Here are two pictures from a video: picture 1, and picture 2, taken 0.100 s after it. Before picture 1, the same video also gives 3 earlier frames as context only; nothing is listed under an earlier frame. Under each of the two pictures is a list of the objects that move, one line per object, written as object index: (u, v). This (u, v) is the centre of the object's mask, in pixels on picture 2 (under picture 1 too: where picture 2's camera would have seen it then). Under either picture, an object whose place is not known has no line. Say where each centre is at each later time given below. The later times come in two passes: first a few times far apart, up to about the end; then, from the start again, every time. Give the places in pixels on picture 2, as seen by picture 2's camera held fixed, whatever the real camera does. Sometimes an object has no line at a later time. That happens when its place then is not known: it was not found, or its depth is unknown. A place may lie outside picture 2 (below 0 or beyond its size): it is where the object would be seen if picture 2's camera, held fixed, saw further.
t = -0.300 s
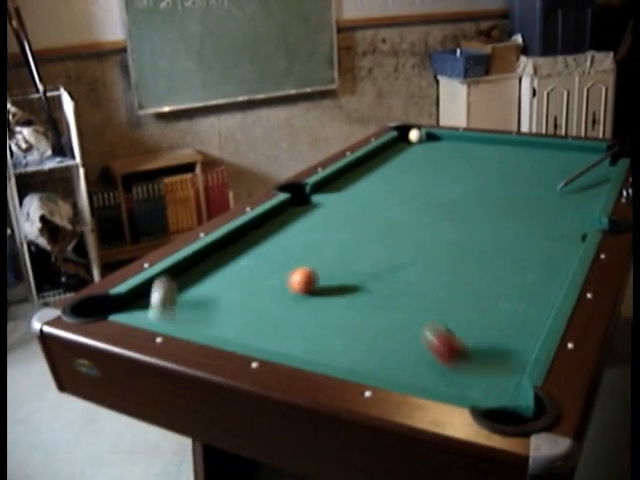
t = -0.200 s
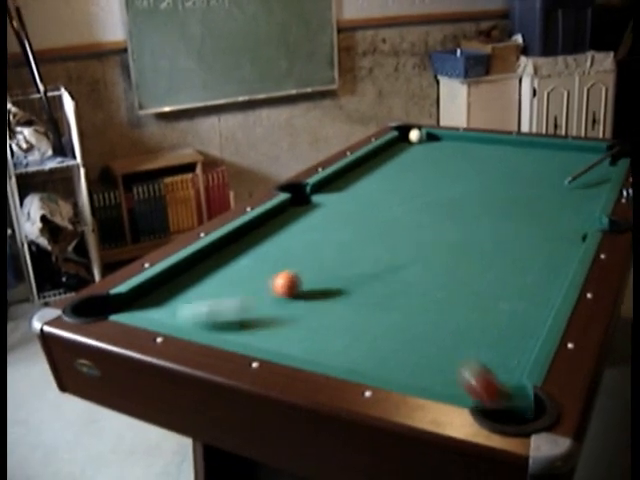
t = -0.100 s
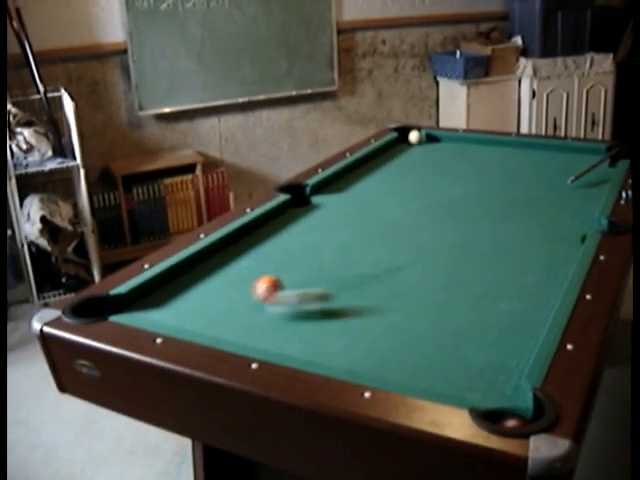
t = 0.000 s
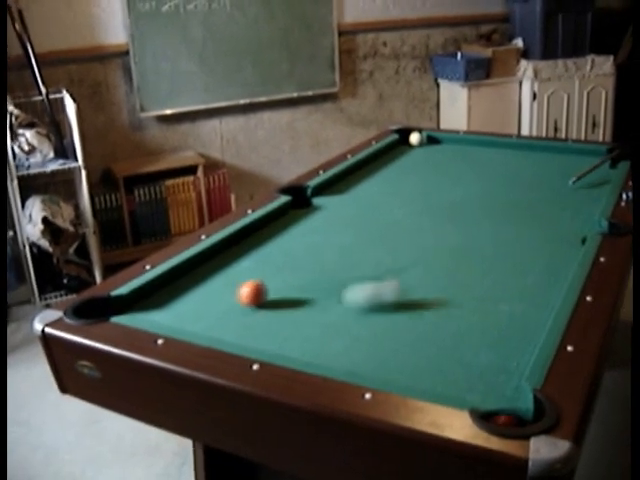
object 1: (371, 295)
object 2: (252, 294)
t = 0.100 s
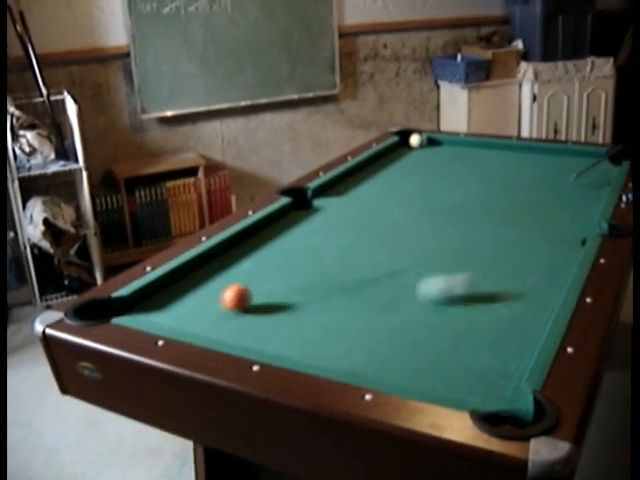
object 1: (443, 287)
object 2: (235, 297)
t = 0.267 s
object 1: (548, 273)
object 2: (208, 303)
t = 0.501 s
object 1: (505, 230)
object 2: (173, 308)
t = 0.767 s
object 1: (465, 194)
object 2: (135, 310)
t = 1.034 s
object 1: (433, 167)
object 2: (113, 312)
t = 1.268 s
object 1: (413, 150)
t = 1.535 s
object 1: (420, 141)
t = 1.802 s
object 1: (445, 146)
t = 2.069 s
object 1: (469, 148)
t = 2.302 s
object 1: (489, 151)
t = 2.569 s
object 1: (511, 154)
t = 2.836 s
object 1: (533, 156)
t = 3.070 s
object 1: (550, 159)
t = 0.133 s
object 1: (467, 284)
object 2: (229, 298)
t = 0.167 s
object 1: (490, 281)
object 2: (224, 300)
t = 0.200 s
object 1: (513, 279)
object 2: (218, 301)
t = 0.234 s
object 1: (535, 276)
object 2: (214, 302)
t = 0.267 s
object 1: (548, 273)
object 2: (208, 303)
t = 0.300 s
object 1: (550, 266)
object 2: (203, 304)
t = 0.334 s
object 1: (540, 259)
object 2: (198, 305)
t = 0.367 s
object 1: (531, 252)
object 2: (193, 305)
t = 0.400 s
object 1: (524, 245)
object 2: (187, 307)
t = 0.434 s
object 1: (517, 240)
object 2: (183, 307)
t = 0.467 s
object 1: (511, 235)
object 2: (178, 307)
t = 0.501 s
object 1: (505, 230)
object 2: (173, 308)
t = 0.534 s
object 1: (499, 224)
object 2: (167, 309)
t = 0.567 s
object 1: (494, 219)
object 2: (163, 309)
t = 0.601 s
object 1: (489, 215)
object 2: (158, 310)
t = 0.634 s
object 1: (484, 210)
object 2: (153, 310)
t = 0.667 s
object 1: (479, 205)
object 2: (148, 310)
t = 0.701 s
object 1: (474, 202)
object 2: (144, 309)
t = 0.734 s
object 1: (470, 197)
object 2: (139, 310)
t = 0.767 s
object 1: (465, 194)
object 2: (135, 310)
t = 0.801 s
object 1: (461, 190)
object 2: (133, 309)
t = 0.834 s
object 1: (457, 186)
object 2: (130, 309)
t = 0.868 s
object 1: (452, 183)
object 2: (129, 309)
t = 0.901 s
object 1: (448, 179)
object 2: (126, 308)
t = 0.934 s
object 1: (444, 176)
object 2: (123, 308)
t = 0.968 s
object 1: (441, 172)
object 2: (119, 309)
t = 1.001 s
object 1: (437, 169)
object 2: (116, 310)
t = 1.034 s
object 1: (433, 167)
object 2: (113, 312)
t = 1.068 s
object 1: (431, 164)
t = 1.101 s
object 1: (427, 161)
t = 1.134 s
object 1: (424, 159)
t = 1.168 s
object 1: (421, 156)
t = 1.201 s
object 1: (418, 154)
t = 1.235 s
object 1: (416, 152)
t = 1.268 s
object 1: (413, 150)
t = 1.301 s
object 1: (411, 146)
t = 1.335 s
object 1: (407, 145)
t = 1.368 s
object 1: (405, 143)
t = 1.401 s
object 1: (406, 141)
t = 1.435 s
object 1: (408, 142)
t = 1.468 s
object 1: (416, 141)
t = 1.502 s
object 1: (418, 141)
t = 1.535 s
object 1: (420, 141)
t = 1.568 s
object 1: (424, 143)
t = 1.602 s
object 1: (427, 144)
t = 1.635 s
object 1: (429, 144)
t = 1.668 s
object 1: (433, 144)
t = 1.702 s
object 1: (436, 144)
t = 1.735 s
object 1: (439, 145)
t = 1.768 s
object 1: (442, 145)
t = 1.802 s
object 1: (445, 146)
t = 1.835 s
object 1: (447, 146)
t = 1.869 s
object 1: (451, 146)
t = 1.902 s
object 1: (454, 147)
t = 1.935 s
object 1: (457, 147)
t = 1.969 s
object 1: (460, 147)
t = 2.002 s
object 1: (463, 148)
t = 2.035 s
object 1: (466, 148)
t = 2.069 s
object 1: (469, 148)
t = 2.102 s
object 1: (472, 149)
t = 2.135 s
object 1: (475, 149)
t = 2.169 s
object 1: (477, 150)
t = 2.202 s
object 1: (480, 150)
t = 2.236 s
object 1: (483, 150)
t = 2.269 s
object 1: (486, 150)
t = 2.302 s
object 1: (489, 151)
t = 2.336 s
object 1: (492, 151)
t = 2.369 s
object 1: (495, 152)
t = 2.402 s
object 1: (497, 152)
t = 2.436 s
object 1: (500, 152)
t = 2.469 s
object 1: (503, 153)
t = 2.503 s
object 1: (506, 153)
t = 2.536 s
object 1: (509, 153)
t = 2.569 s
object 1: (511, 154)
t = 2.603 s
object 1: (514, 155)
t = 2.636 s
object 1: (517, 154)
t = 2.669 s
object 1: (520, 155)
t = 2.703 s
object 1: (523, 155)
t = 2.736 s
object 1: (525, 156)
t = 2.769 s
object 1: (528, 156)
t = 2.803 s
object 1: (530, 156)
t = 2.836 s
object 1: (533, 156)
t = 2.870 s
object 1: (535, 157)
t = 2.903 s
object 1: (538, 157)
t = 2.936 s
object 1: (540, 157)
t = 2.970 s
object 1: (543, 158)
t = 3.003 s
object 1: (545, 158)
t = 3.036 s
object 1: (548, 158)
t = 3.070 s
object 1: (550, 159)
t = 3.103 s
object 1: (553, 159)
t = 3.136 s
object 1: (555, 159)
